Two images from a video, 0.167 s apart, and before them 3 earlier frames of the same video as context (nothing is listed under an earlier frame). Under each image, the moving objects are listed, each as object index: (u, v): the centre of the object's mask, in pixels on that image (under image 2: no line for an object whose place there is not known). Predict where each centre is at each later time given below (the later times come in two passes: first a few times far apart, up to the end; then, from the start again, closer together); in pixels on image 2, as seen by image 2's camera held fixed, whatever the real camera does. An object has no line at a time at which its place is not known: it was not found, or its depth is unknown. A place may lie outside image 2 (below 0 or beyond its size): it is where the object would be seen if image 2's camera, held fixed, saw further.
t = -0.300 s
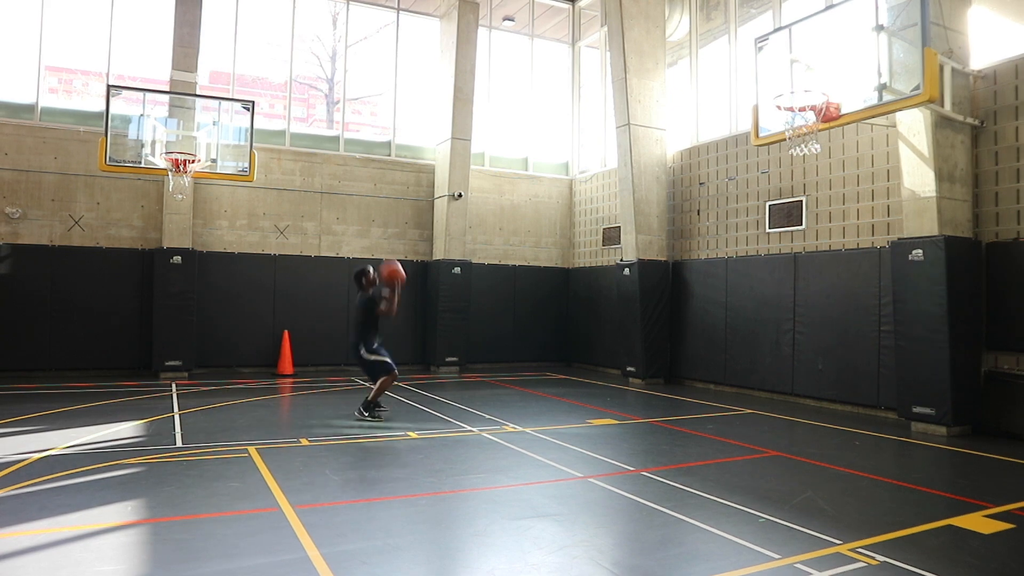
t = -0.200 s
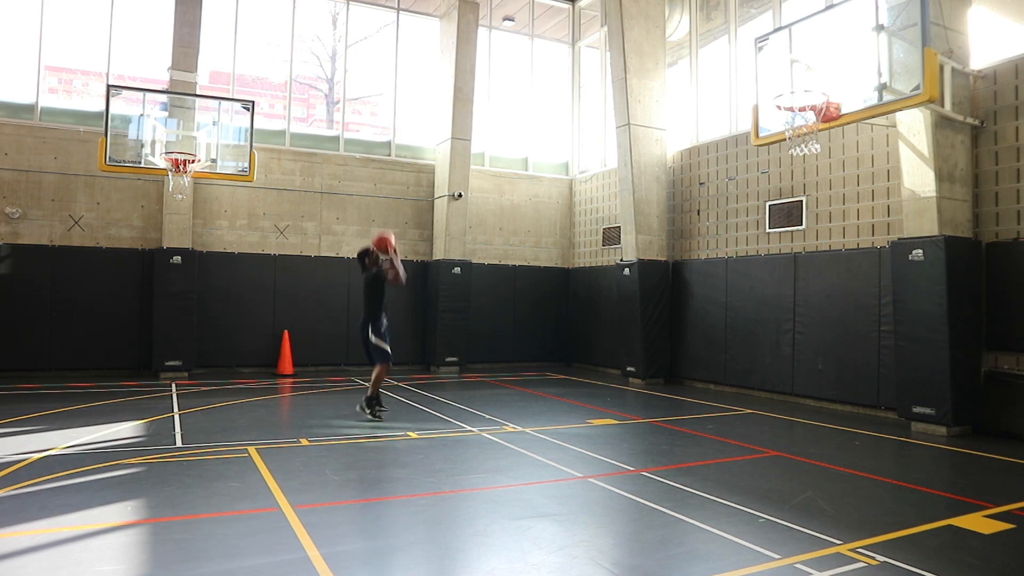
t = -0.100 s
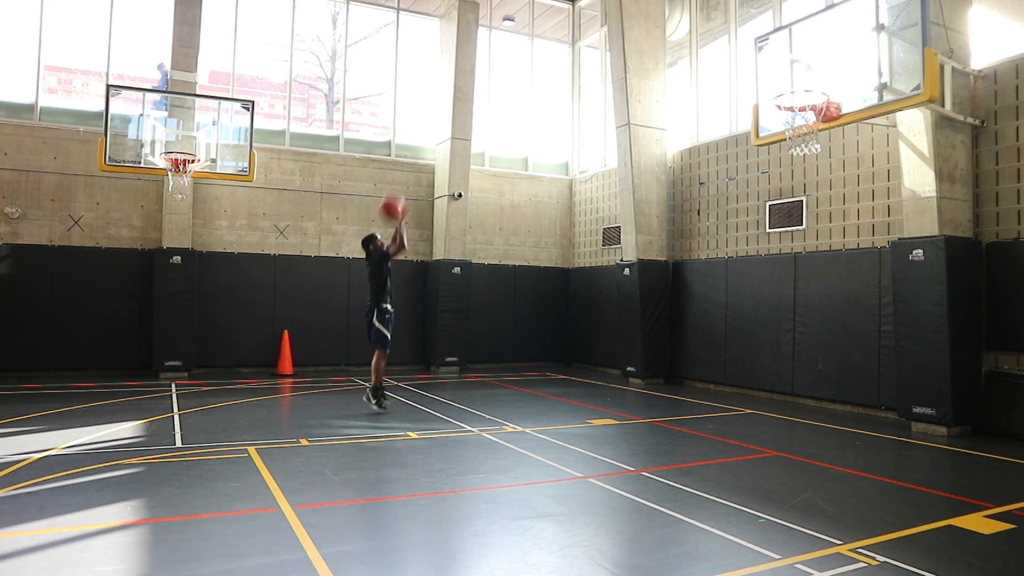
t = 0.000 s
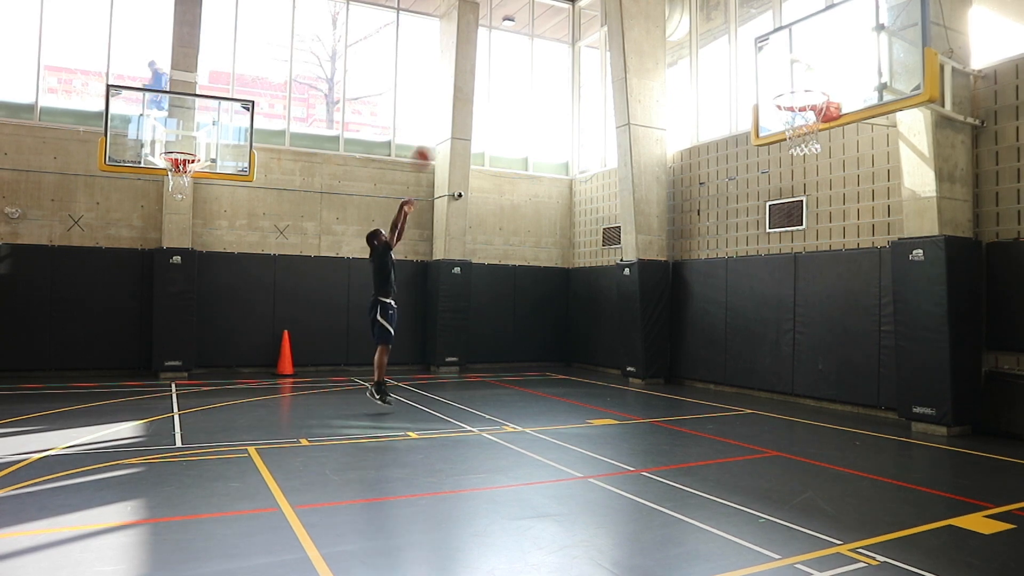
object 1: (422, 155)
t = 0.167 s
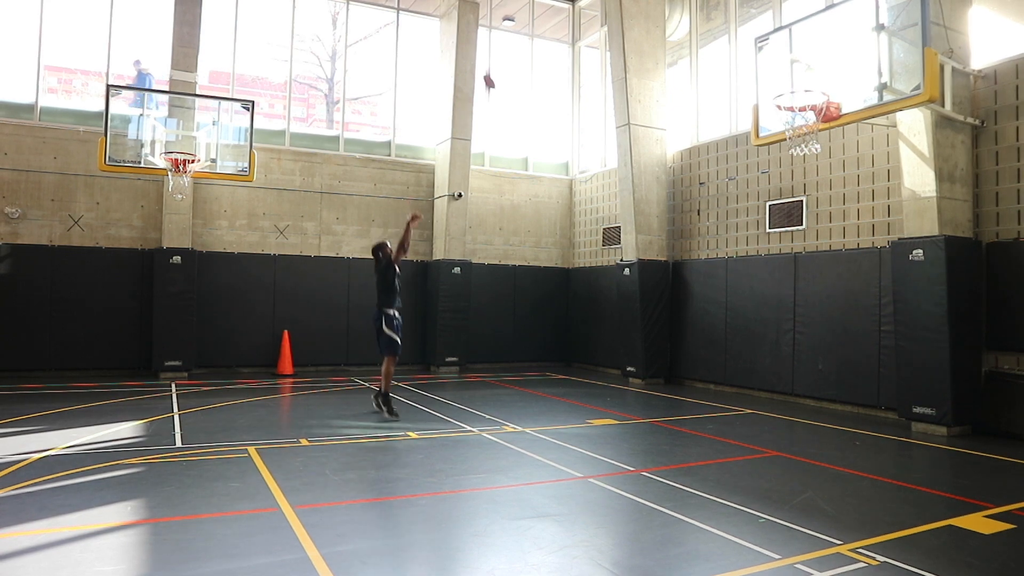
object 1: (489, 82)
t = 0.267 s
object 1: (529, 49)
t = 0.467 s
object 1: (612, 10)
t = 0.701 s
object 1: (708, 14)
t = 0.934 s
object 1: (802, 72)
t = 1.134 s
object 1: (791, 126)
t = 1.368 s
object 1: (787, 163)
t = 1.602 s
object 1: (783, 268)
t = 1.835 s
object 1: (776, 437)
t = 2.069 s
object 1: (784, 332)
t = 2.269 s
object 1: (791, 281)
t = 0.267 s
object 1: (529, 49)
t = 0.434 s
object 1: (597, 14)
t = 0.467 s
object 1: (612, 10)
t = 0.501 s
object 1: (623, 9)
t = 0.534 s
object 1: (638, 8)
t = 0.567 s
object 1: (652, 8)
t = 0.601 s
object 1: (666, 8)
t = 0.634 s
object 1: (680, 9)
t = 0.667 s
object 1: (694, 11)
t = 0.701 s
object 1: (708, 14)
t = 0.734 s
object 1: (722, 19)
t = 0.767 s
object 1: (737, 26)
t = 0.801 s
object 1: (753, 34)
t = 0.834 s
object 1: (765, 42)
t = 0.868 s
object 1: (783, 53)
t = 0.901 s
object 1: (797, 63)
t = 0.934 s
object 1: (802, 72)
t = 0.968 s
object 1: (801, 80)
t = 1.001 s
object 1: (798, 89)
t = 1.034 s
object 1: (796, 102)
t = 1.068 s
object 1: (793, 112)
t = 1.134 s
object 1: (791, 126)
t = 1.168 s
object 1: (791, 127)
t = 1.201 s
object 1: (790, 130)
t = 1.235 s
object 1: (790, 135)
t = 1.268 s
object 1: (789, 140)
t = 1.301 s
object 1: (789, 145)
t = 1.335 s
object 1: (788, 153)
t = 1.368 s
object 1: (787, 163)
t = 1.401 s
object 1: (788, 171)
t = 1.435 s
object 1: (787, 183)
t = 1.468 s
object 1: (787, 197)
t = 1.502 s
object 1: (786, 215)
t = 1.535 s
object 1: (785, 226)
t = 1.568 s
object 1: (785, 251)
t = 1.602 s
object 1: (783, 268)
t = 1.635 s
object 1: (783, 285)
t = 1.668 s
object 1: (782, 308)
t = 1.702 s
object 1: (781, 331)
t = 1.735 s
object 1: (779, 357)
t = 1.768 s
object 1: (779, 380)
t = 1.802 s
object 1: (777, 411)
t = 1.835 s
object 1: (776, 437)
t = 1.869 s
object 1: (777, 433)
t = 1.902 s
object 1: (778, 413)
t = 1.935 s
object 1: (780, 393)
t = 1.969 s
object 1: (781, 376)
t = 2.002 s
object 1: (782, 360)
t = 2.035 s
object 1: (783, 346)
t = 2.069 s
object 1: (784, 332)
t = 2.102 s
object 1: (785, 320)
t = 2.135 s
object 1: (786, 310)
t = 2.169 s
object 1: (788, 300)
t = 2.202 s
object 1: (789, 293)
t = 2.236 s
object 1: (789, 286)
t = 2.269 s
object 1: (791, 281)
